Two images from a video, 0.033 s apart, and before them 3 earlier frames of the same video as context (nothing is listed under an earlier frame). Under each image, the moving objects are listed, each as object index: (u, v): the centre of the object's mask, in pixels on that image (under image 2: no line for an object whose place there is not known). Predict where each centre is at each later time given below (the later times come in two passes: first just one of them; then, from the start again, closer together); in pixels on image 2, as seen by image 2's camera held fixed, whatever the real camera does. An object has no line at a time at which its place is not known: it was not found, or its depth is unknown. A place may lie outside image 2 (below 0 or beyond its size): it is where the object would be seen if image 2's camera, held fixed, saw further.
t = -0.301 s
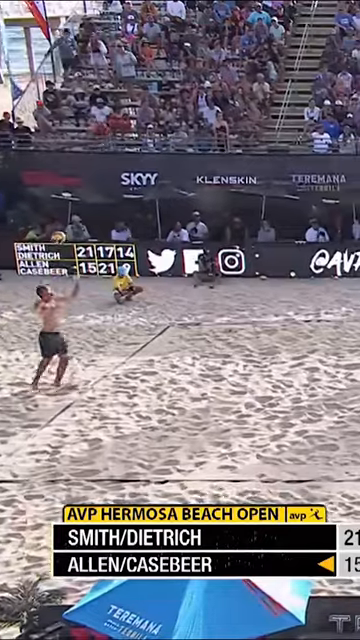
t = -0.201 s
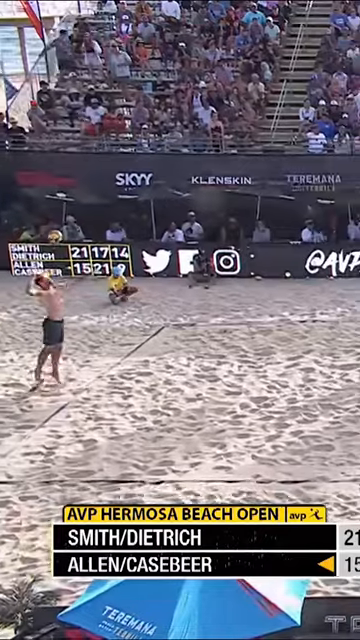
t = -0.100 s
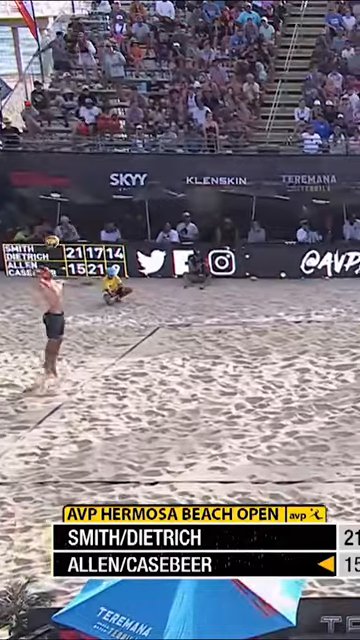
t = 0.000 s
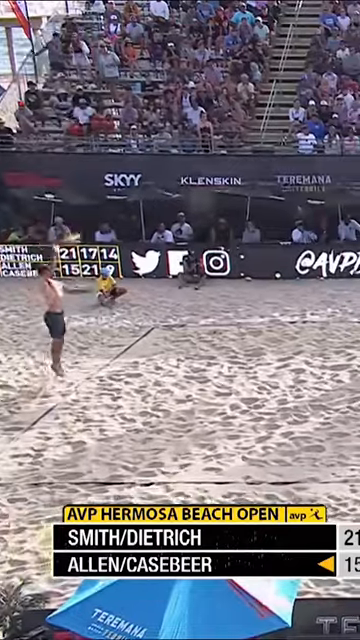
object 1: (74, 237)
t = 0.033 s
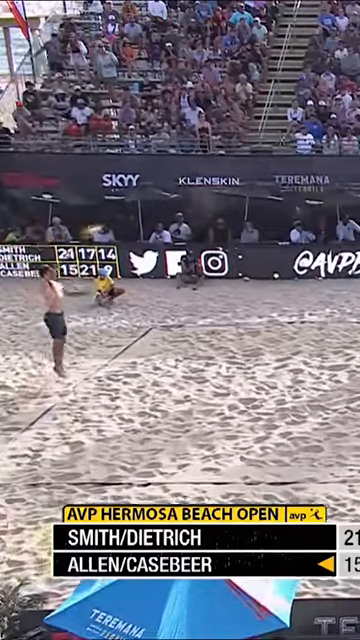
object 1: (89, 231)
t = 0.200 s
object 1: (203, 198)
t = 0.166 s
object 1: (181, 204)
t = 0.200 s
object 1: (203, 198)
